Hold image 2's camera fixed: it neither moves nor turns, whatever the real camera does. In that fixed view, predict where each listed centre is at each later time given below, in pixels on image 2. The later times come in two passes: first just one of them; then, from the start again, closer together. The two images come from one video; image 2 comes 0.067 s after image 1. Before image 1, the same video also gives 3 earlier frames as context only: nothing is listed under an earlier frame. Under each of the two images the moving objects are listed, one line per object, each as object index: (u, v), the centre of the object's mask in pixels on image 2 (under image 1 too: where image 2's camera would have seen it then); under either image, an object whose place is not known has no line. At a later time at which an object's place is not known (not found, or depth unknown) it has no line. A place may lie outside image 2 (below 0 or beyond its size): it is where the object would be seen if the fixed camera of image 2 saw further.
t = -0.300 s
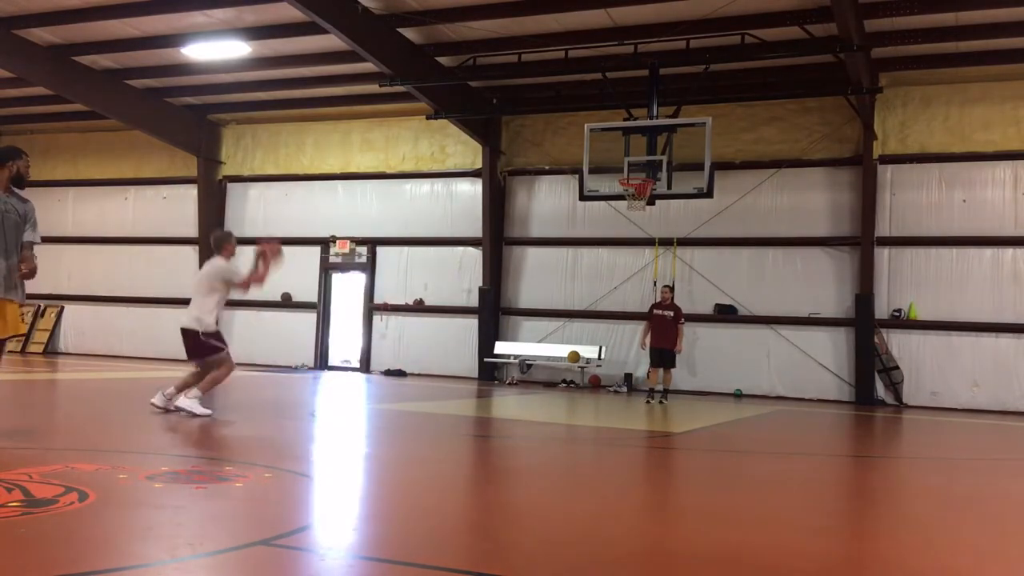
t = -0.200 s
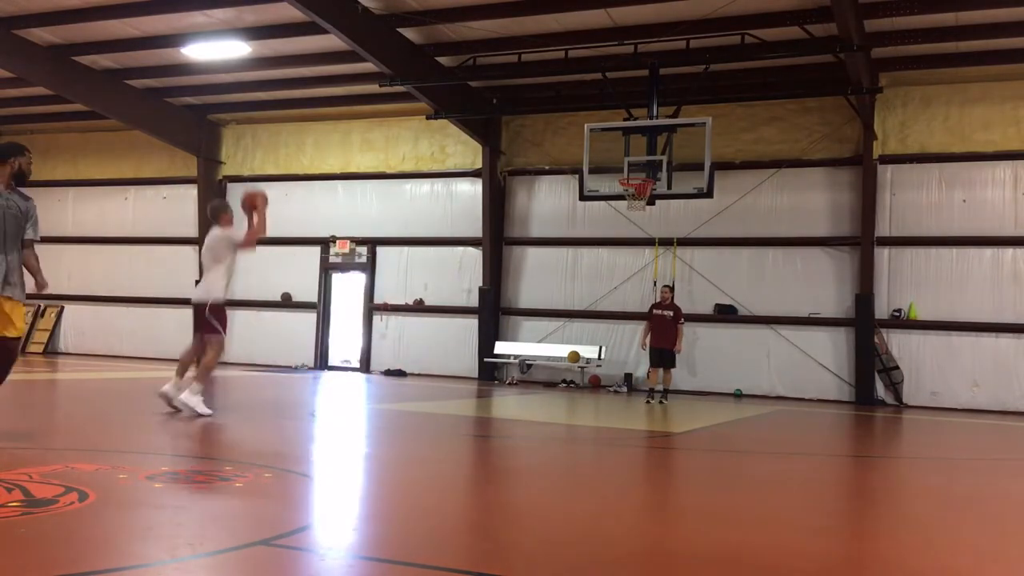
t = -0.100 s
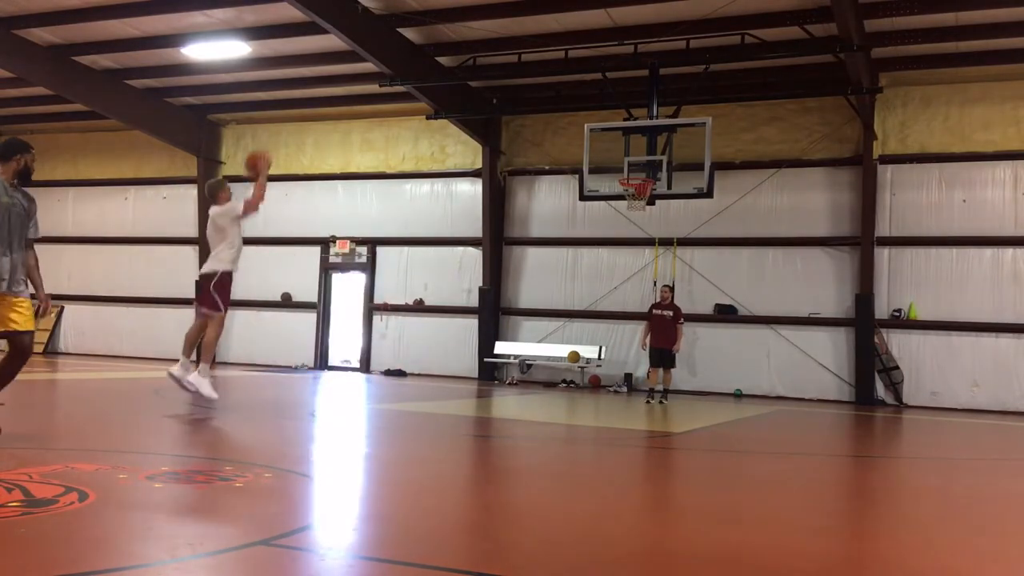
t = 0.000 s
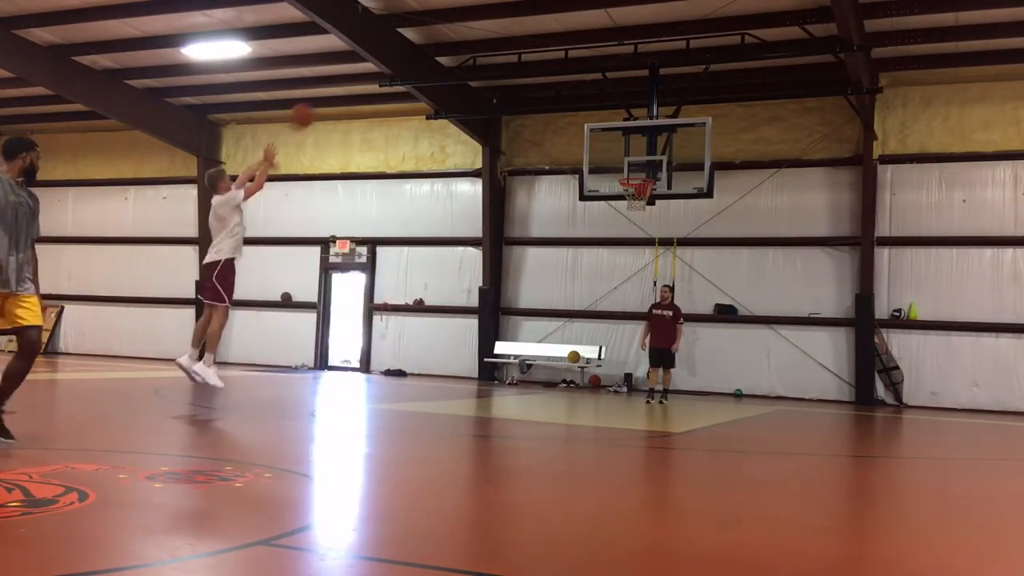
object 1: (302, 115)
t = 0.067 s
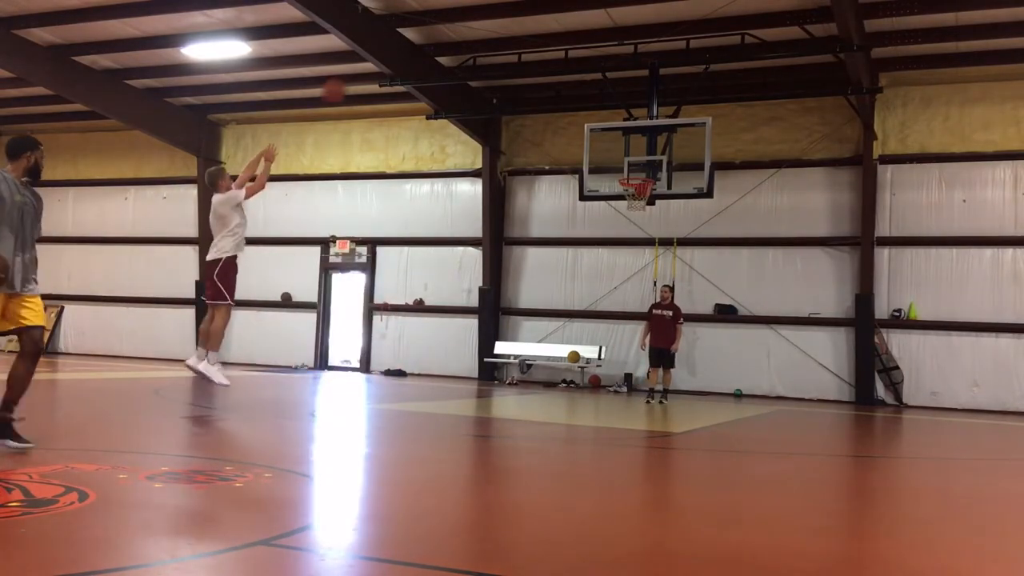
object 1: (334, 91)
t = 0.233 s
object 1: (405, 55)
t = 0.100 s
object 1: (348, 81)
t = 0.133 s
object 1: (363, 72)
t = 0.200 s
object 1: (393, 58)
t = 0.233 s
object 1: (405, 55)
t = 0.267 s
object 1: (419, 50)
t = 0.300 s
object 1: (431, 46)
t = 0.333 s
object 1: (444, 45)
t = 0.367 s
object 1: (456, 42)
